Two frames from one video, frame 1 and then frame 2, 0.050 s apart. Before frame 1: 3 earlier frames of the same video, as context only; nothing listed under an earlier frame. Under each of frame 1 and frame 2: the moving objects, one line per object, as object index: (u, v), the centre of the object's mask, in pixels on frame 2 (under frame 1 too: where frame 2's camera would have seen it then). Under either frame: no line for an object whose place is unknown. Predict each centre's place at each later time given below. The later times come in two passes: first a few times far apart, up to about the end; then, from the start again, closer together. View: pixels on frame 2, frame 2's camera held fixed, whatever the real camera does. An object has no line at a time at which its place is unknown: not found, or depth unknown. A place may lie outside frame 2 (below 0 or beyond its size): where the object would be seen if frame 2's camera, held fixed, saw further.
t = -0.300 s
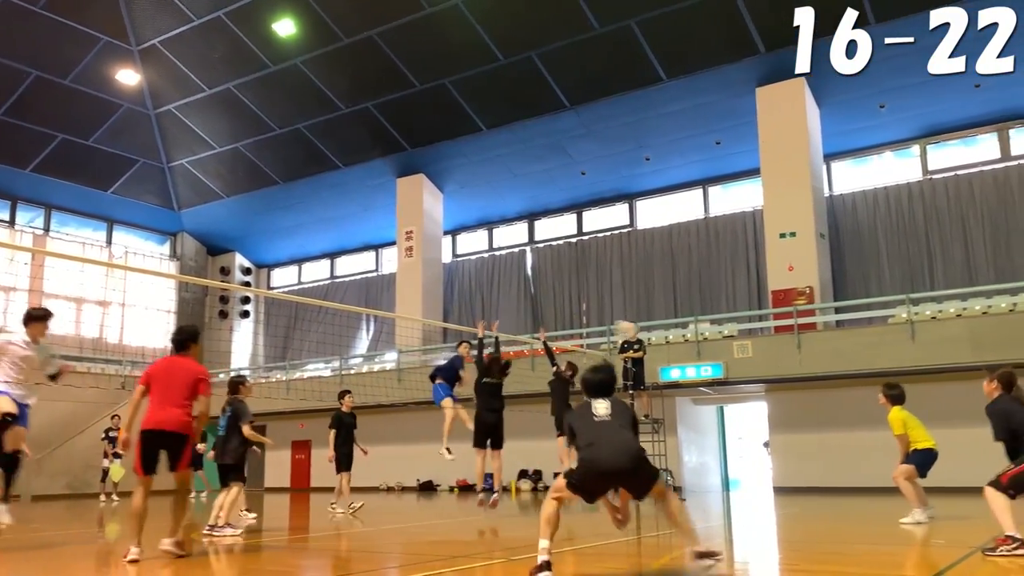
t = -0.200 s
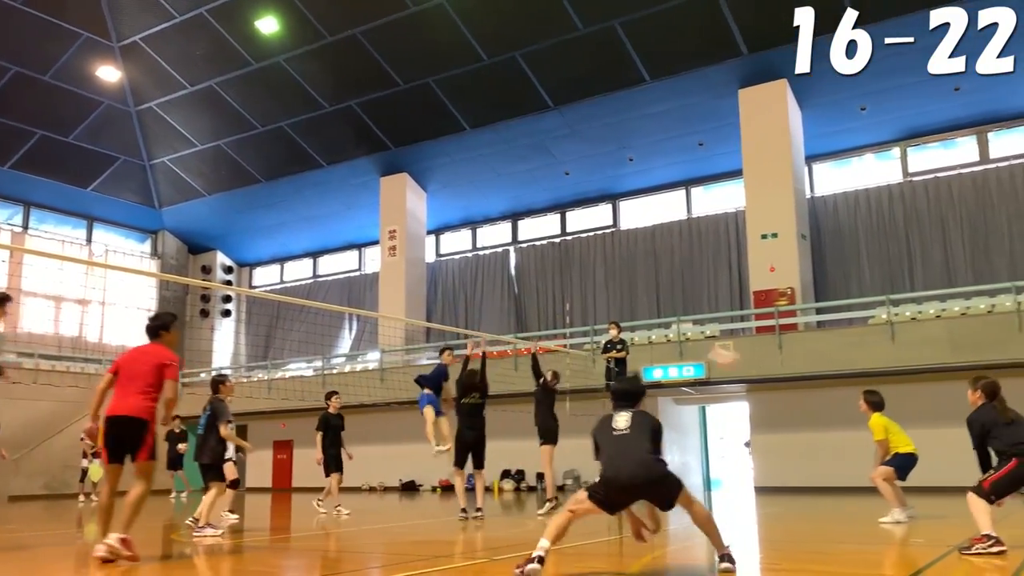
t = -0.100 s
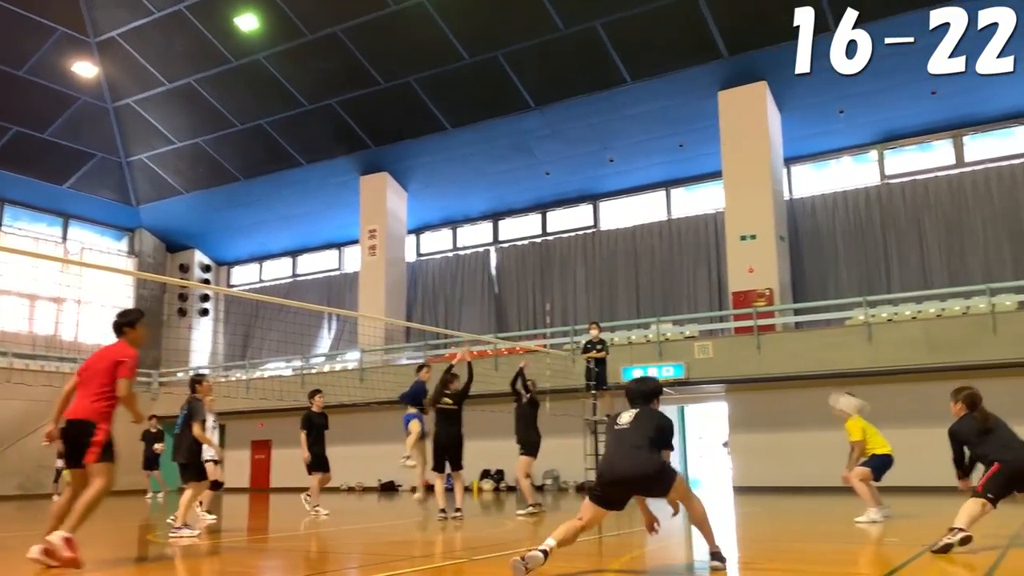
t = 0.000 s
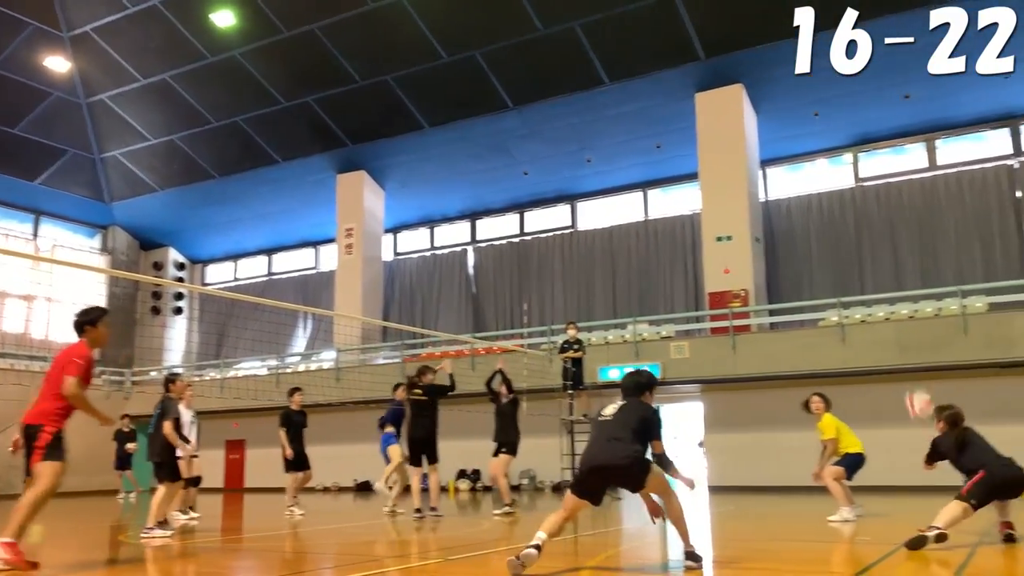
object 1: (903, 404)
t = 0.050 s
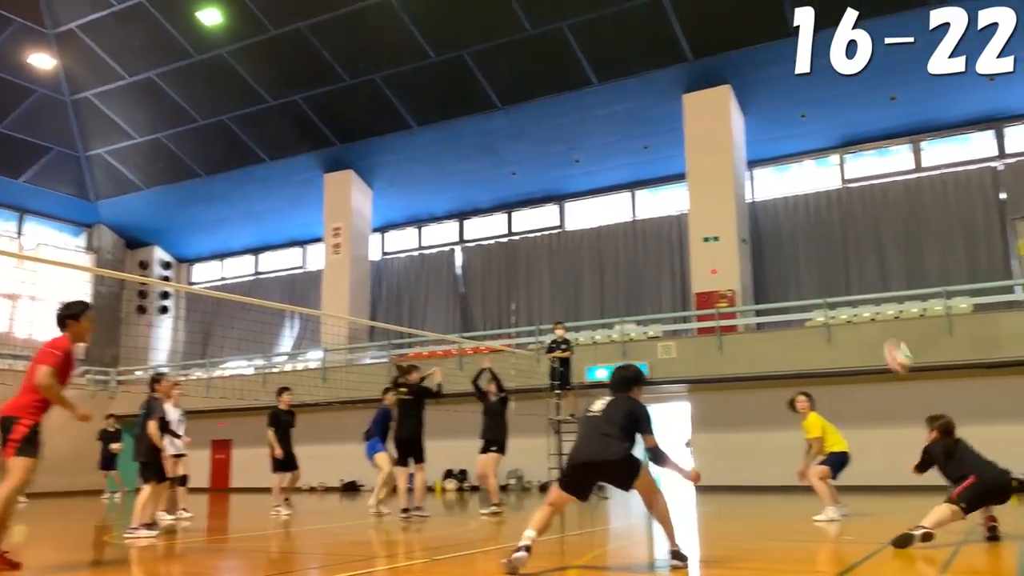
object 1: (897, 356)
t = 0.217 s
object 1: (879, 217)
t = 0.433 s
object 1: (865, 90)
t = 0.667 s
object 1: (859, 15)
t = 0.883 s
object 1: (858, -4)
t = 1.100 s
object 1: (861, 27)
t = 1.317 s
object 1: (868, 108)
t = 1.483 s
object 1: (873, 211)
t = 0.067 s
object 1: (896, 340)
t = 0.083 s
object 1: (893, 324)
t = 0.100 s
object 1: (890, 306)
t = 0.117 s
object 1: (889, 293)
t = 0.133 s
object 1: (888, 280)
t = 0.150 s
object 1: (885, 267)
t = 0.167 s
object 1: (884, 254)
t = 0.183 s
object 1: (883, 242)
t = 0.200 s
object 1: (881, 229)
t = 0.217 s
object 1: (879, 217)
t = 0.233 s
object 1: (878, 205)
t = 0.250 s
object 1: (877, 195)
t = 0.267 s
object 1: (875, 186)
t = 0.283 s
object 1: (875, 174)
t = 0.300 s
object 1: (872, 160)
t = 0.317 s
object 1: (870, 149)
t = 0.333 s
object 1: (869, 140)
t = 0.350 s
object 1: (870, 132)
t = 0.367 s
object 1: (869, 124)
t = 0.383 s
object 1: (867, 115)
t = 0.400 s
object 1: (867, 106)
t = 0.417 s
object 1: (866, 98)
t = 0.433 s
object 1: (865, 90)
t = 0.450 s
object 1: (865, 83)
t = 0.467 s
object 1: (864, 76)
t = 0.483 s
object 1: (863, 70)
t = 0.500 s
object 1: (863, 63)
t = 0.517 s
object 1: (862, 57)
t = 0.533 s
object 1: (862, 51)
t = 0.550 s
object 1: (861, 46)
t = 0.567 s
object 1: (861, 40)
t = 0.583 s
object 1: (861, 35)
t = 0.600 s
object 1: (860, 31)
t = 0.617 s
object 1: (860, 27)
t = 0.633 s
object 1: (860, 23)
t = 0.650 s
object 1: (860, 19)
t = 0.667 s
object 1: (859, 15)
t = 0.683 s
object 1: (859, 12)
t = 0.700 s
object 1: (859, 9)
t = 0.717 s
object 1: (858, 6)
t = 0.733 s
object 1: (858, 4)
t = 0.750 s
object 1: (858, 2)
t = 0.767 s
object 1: (858, 1)
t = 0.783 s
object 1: (858, -1)
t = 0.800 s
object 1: (858, -2)
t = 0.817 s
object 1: (858, -3)
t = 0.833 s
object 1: (858, -4)
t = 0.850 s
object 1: (858, -4)
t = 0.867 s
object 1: (858, -4)
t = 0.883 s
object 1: (858, -4)
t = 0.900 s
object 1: (859, -3)
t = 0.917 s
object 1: (859, -2)
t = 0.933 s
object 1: (859, -1)
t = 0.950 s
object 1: (859, 1)
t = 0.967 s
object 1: (859, 2)
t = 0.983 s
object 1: (859, 4)
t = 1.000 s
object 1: (859, 6)
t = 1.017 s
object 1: (860, 9)
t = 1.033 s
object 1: (860, 12)
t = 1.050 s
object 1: (860, 16)
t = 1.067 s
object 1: (861, 19)
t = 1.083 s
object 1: (861, 23)
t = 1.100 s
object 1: (861, 27)
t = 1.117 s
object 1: (862, 31)
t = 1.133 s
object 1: (862, 36)
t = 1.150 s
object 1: (863, 41)
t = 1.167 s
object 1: (863, 46)
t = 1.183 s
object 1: (864, 52)
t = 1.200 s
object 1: (864, 58)
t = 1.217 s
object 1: (865, 64)
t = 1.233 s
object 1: (865, 71)
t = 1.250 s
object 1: (866, 78)
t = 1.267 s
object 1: (866, 85)
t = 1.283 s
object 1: (867, 92)
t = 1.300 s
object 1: (868, 101)
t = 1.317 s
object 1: (868, 108)
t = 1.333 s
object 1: (869, 117)
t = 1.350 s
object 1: (870, 126)
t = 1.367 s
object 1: (871, 135)
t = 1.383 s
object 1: (871, 143)
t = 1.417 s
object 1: (873, 166)
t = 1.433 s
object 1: (872, 182)
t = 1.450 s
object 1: (872, 190)
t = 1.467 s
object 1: (872, 200)
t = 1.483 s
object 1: (873, 211)
